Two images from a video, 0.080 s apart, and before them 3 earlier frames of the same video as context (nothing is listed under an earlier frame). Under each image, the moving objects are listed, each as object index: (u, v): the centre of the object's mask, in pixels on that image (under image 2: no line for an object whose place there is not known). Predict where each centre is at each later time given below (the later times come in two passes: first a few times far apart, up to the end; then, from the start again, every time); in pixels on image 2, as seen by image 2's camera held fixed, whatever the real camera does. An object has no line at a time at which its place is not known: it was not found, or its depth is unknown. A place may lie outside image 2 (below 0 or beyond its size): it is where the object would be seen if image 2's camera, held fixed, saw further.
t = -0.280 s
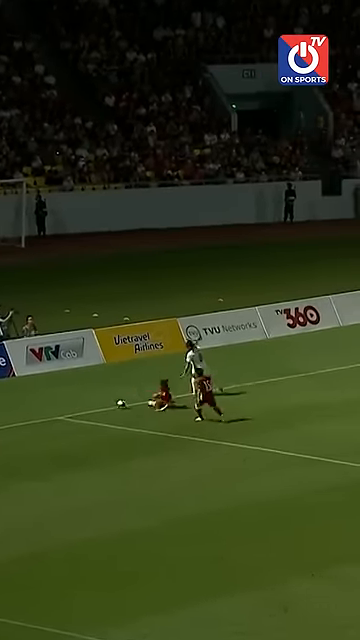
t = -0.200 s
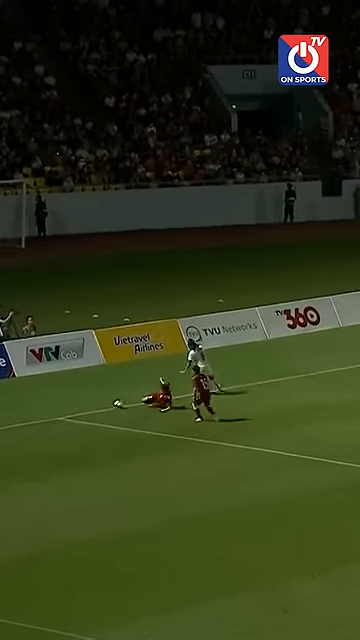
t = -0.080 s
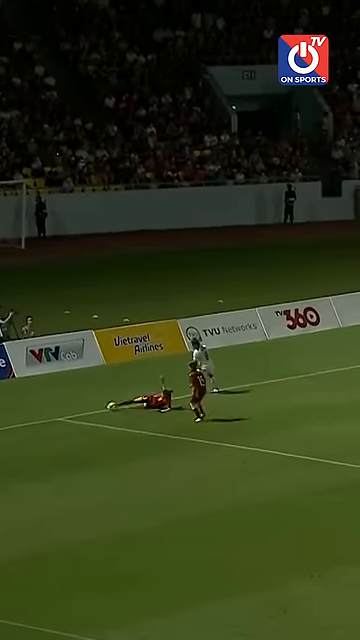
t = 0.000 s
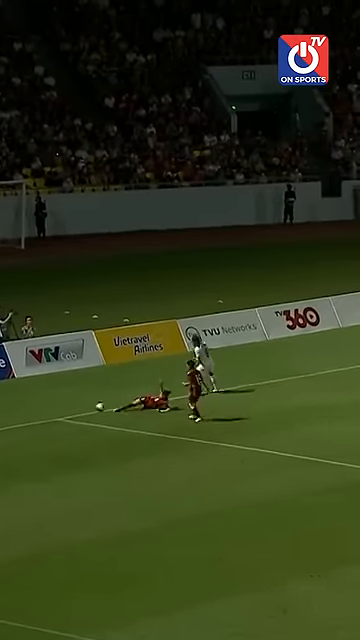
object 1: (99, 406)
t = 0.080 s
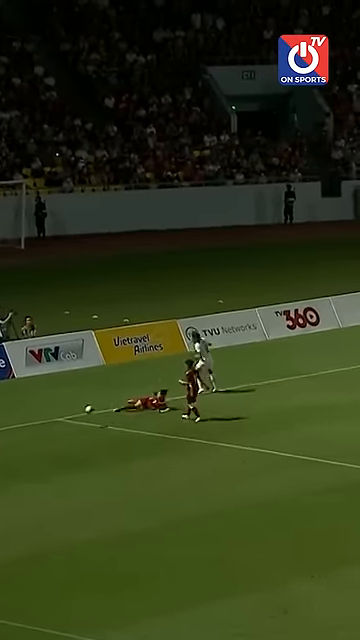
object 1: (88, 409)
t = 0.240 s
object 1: (66, 424)
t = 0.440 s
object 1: (39, 459)
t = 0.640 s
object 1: (14, 466)
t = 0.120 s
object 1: (83, 411)
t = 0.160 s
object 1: (77, 414)
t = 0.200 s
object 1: (71, 419)
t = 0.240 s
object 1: (66, 424)
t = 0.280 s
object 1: (60, 429)
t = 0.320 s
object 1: (56, 436)
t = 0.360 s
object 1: (49, 443)
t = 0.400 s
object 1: (43, 451)
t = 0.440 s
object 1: (39, 459)
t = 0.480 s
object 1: (35, 462)
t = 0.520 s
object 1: (30, 462)
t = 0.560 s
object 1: (26, 462)
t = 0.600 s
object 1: (20, 465)
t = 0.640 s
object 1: (14, 466)
